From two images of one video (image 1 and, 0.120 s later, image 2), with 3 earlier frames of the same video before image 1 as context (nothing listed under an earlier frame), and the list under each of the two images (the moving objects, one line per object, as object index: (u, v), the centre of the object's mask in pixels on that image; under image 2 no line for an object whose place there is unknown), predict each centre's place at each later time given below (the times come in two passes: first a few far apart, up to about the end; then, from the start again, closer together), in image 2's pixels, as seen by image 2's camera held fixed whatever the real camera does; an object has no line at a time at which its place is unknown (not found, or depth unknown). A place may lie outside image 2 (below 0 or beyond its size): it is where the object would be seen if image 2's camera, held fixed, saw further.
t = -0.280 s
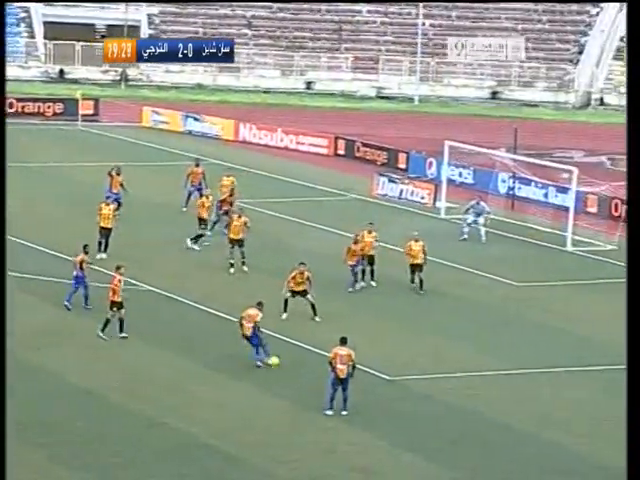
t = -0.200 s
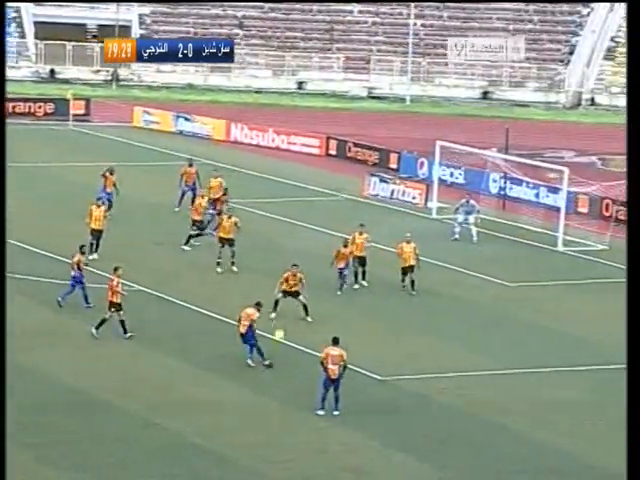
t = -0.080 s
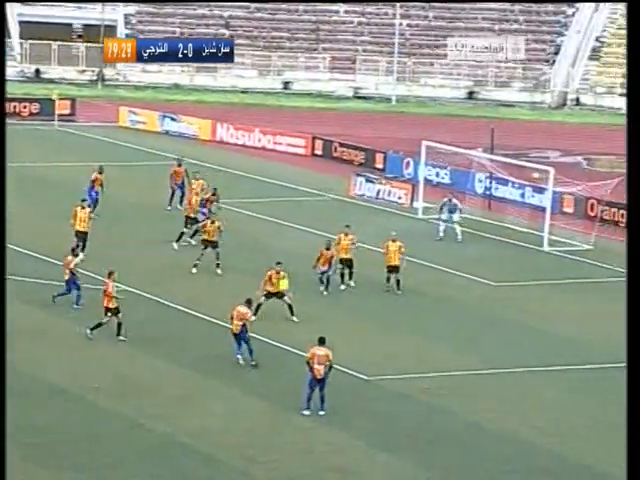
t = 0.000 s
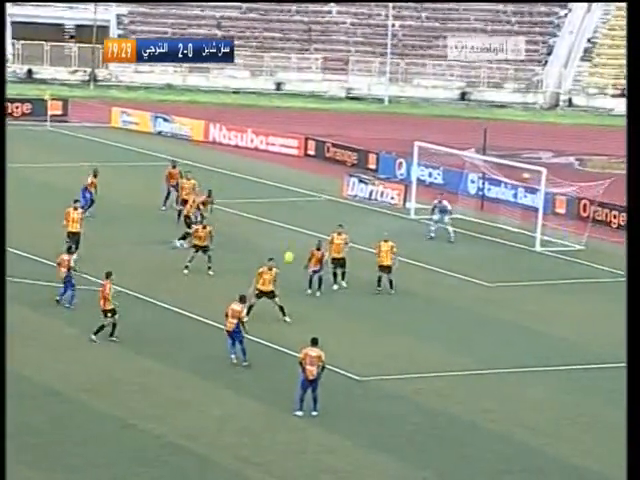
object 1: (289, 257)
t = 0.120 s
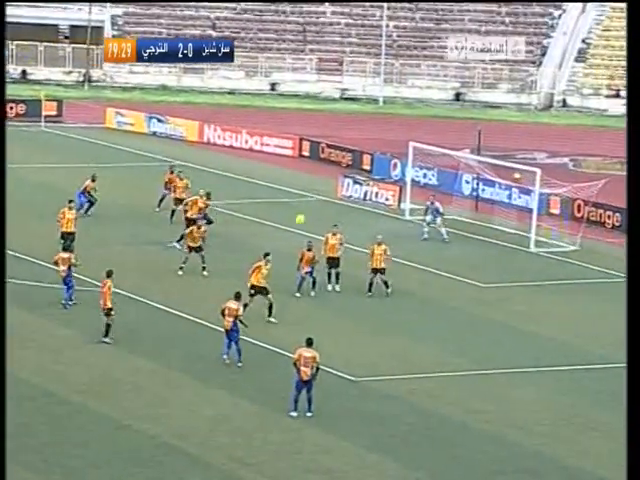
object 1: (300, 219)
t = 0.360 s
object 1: (330, 161)
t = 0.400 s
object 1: (334, 154)
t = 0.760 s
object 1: (368, 113)
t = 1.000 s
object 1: (386, 107)
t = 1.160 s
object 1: (396, 114)
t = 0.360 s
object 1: (330, 161)
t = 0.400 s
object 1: (334, 154)
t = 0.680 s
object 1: (362, 118)
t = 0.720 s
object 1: (366, 114)
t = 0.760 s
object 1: (368, 113)
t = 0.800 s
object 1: (371, 109)
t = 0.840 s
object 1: (373, 109)
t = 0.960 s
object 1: (383, 107)
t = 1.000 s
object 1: (386, 107)
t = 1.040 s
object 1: (389, 108)
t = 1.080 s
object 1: (392, 109)
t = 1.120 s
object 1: (394, 111)
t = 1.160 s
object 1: (396, 114)
